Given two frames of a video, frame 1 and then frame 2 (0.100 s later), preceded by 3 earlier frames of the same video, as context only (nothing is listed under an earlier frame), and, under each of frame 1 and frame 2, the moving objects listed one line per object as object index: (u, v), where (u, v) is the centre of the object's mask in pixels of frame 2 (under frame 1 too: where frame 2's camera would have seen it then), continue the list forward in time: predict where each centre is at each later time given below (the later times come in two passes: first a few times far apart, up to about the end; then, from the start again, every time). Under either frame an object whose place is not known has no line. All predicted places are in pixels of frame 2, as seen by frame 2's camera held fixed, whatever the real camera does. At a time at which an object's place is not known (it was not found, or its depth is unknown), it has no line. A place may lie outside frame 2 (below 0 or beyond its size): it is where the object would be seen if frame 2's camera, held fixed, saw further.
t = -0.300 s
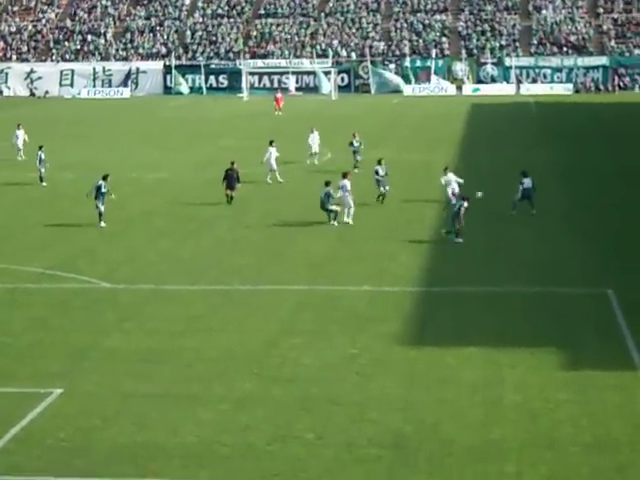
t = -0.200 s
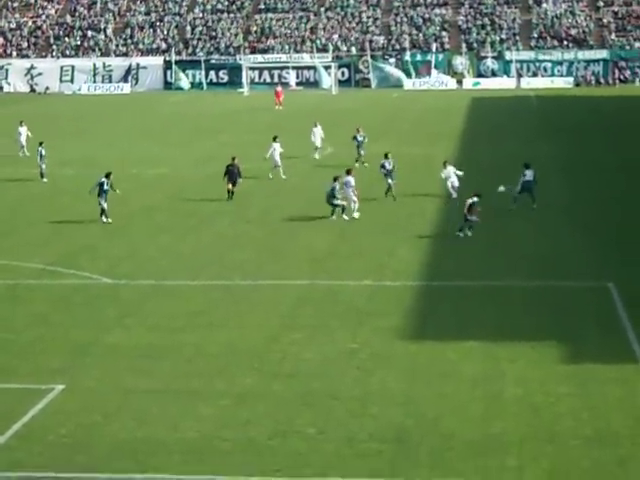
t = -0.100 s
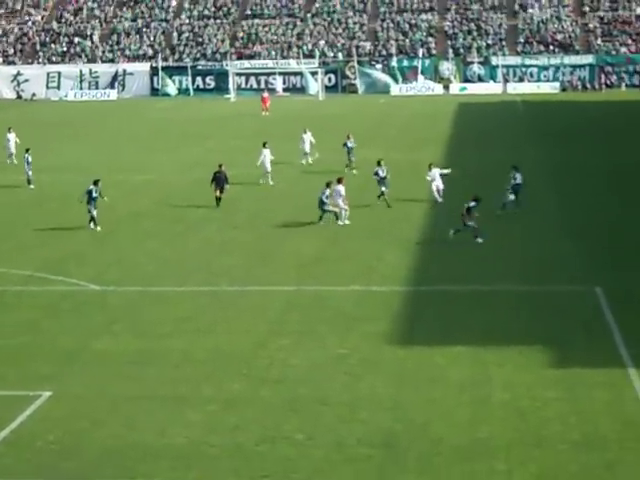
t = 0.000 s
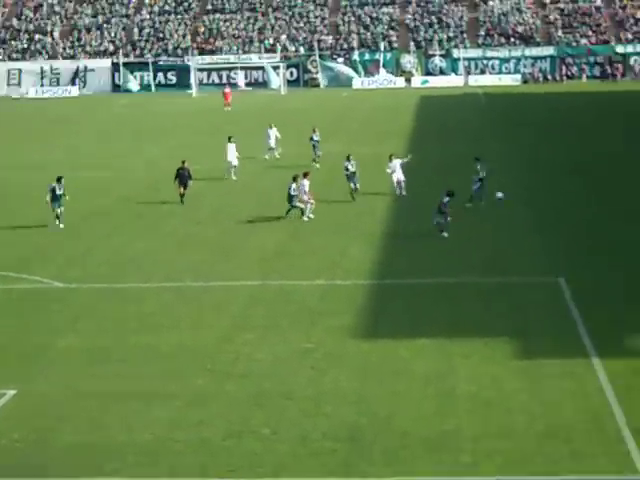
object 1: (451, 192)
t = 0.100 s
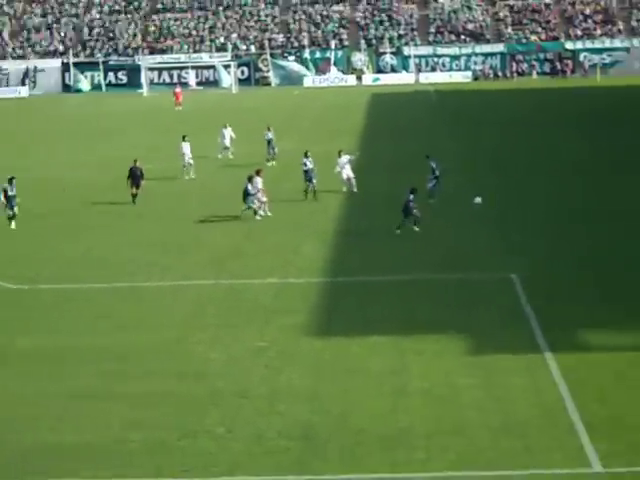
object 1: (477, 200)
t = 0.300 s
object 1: (537, 227)
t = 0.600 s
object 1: (616, 230)
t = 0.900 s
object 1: (698, 250)
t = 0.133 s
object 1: (487, 203)
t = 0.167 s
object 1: (496, 207)
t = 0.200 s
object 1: (506, 211)
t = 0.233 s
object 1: (516, 216)
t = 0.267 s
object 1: (526, 221)
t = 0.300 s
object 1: (537, 227)
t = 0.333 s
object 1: (545, 226)
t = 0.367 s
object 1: (553, 225)
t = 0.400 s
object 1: (562, 225)
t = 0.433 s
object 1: (570, 225)
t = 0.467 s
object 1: (579, 225)
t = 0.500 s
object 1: (588, 225)
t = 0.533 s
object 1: (597, 227)
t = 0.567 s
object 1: (607, 228)
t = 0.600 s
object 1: (616, 230)
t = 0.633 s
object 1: (625, 233)
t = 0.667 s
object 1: (635, 235)
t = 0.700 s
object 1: (645, 239)
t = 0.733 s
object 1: (655, 242)
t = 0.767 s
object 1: (664, 246)
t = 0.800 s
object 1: (674, 251)
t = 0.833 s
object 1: (682, 250)
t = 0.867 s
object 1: (691, 250)
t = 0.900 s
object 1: (698, 250)
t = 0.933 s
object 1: (706, 250)
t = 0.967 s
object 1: (714, 251)
